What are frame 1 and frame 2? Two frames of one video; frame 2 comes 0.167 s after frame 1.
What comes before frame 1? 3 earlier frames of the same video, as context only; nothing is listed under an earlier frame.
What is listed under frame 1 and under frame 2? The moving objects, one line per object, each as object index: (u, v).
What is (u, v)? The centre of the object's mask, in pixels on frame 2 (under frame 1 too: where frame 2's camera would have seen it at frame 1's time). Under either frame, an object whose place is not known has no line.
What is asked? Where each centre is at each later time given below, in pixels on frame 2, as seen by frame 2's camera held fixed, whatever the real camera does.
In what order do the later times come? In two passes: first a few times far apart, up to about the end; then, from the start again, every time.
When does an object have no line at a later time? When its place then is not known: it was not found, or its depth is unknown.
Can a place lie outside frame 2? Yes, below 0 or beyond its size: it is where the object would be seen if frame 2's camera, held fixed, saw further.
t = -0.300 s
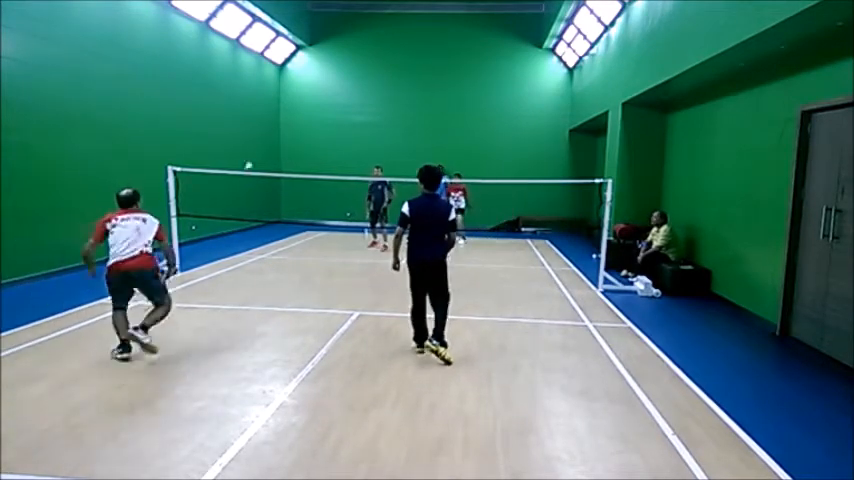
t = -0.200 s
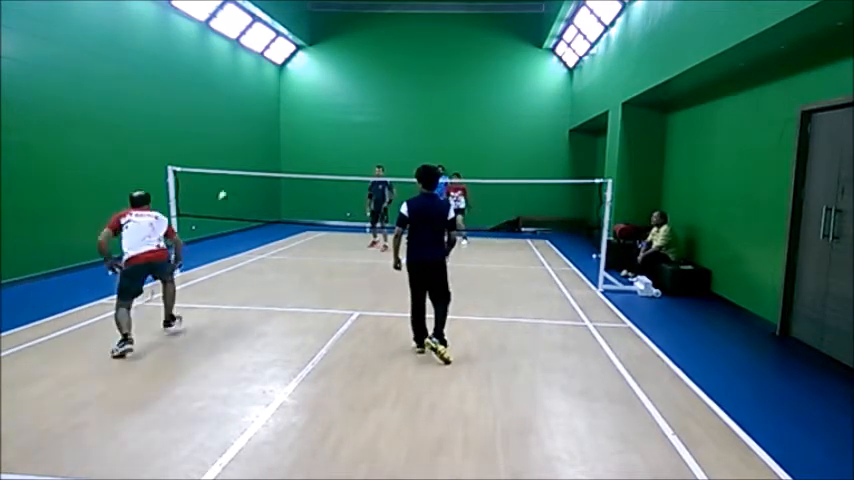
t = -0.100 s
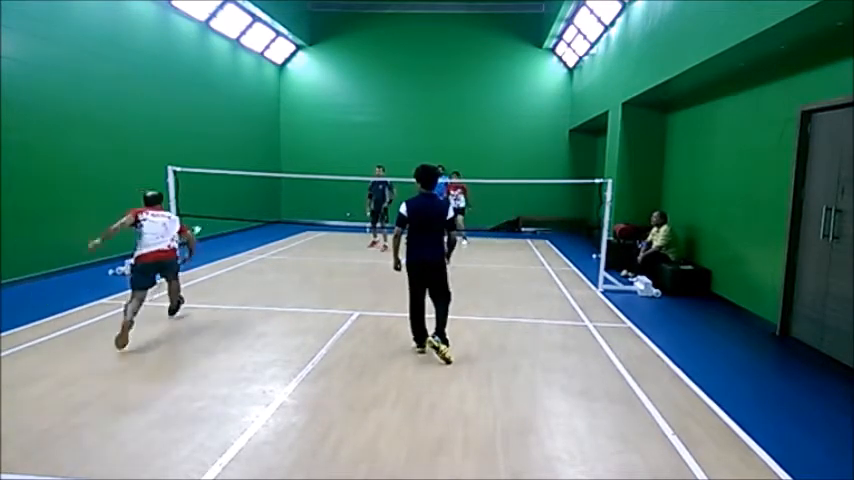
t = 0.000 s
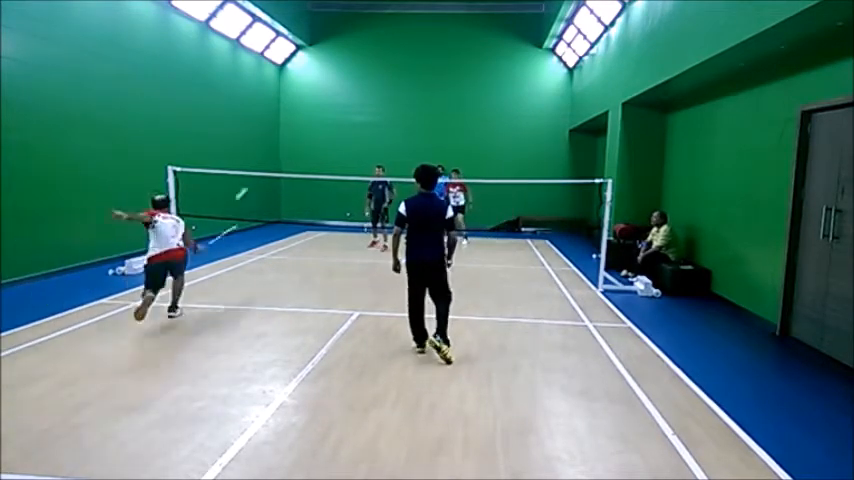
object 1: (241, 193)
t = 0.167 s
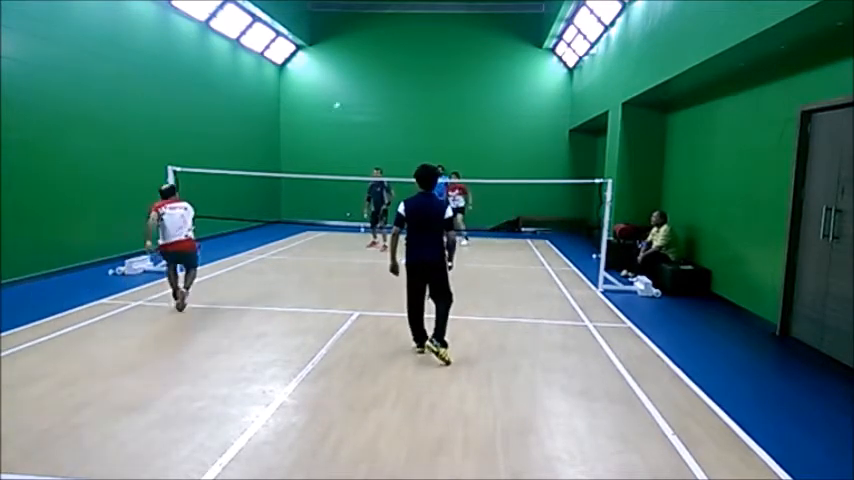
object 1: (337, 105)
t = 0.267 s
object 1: (364, 84)
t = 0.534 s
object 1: (413, 71)
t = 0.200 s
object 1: (347, 97)
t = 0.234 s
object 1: (356, 91)
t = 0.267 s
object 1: (364, 84)
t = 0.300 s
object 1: (374, 79)
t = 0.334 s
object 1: (380, 76)
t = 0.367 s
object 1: (387, 73)
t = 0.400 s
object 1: (392, 72)
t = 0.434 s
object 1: (400, 70)
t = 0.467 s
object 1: (404, 70)
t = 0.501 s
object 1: (409, 70)
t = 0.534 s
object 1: (413, 71)
